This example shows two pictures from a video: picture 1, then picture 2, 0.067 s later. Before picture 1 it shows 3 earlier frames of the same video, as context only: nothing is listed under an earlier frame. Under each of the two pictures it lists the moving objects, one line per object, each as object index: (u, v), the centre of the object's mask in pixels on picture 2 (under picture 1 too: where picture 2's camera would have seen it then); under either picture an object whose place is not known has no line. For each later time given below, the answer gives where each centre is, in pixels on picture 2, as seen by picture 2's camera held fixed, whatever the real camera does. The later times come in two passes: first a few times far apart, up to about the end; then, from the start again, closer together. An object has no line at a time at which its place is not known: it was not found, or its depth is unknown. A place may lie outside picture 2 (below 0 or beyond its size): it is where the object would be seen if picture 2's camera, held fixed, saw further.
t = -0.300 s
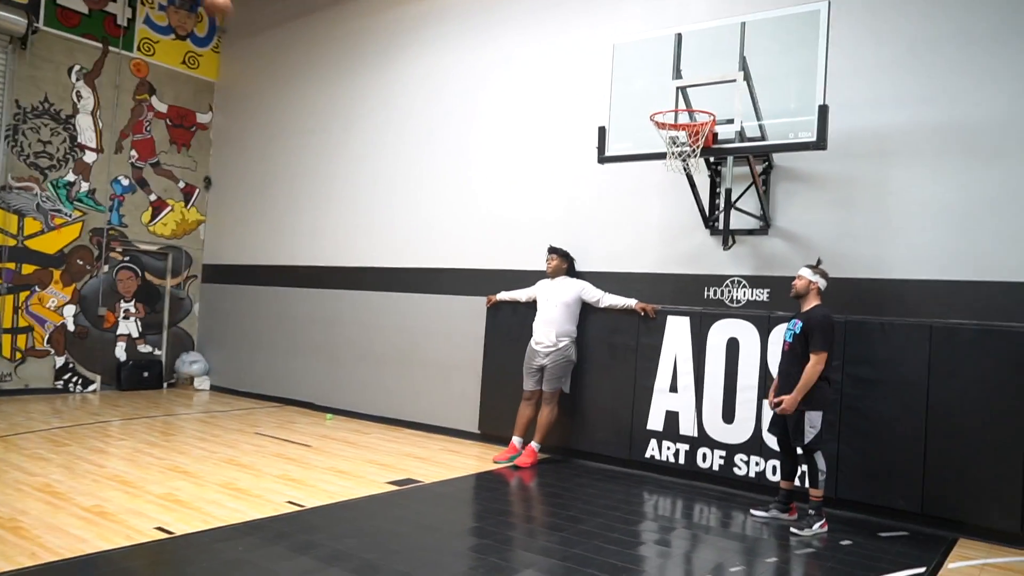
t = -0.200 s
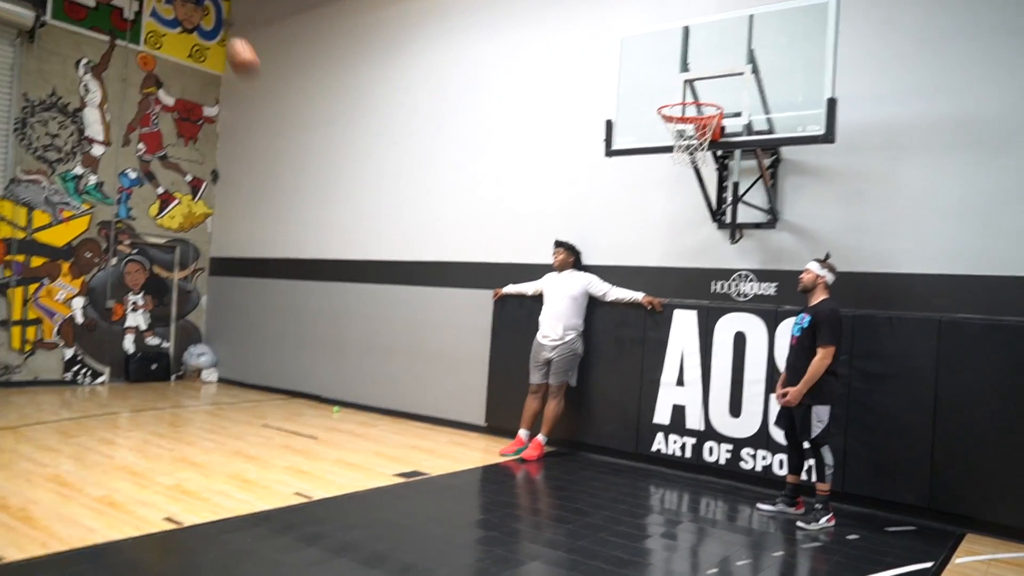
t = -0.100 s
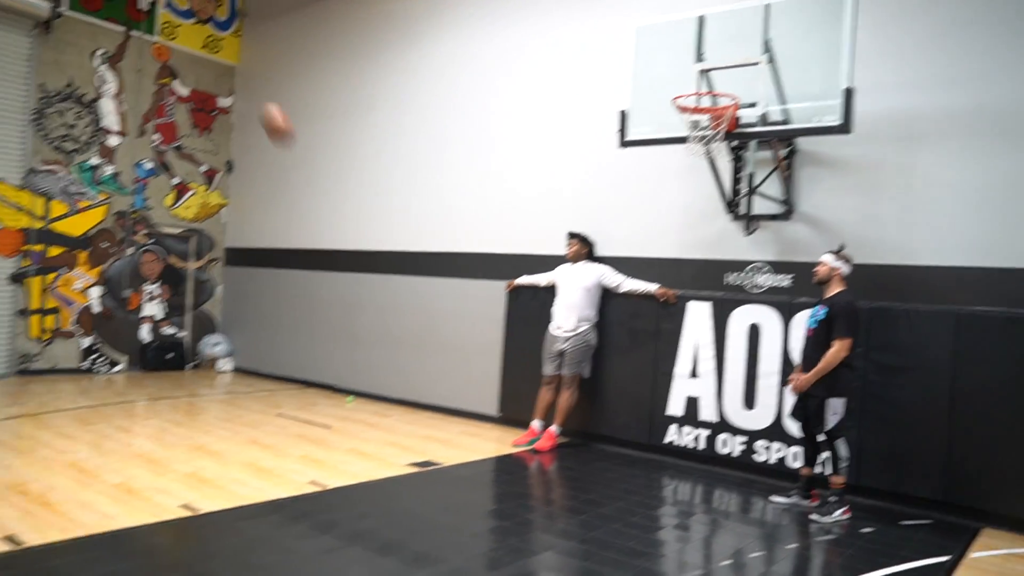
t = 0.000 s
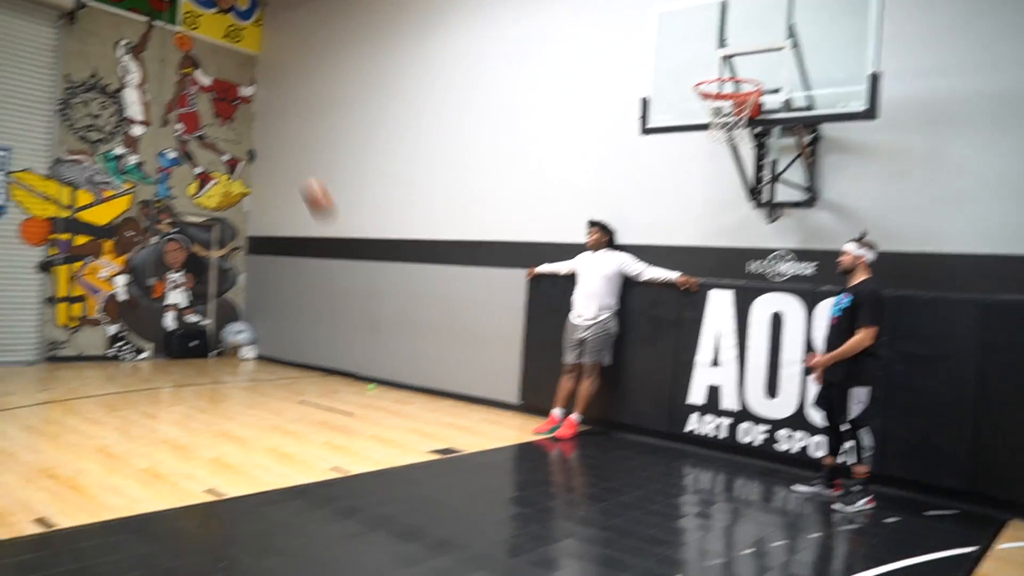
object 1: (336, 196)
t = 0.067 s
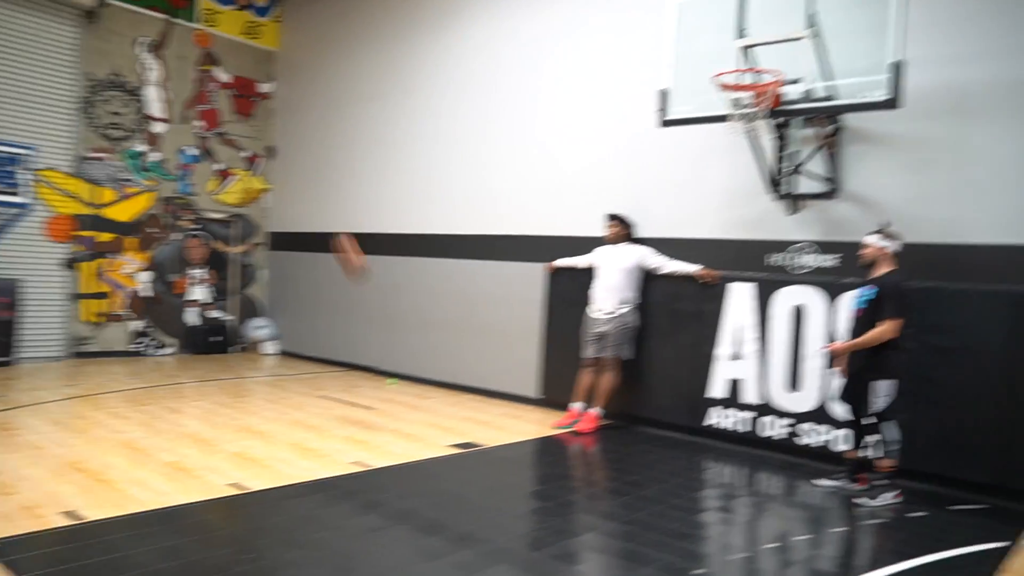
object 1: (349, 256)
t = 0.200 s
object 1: (378, 400)
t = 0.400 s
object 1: (391, 291)
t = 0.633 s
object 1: (398, 168)
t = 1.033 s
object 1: (398, 100)
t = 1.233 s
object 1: (388, 135)
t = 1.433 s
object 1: (380, 216)
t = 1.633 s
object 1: (371, 348)
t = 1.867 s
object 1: (376, 343)
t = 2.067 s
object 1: (386, 263)
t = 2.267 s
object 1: (392, 230)
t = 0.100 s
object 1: (356, 289)
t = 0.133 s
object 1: (363, 324)
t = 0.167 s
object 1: (370, 358)
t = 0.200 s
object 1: (378, 400)
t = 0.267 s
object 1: (384, 389)
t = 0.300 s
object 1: (387, 360)
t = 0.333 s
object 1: (389, 336)
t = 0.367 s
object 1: (390, 313)
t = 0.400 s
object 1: (391, 291)
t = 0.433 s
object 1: (393, 269)
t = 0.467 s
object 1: (394, 250)
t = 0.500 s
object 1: (395, 234)
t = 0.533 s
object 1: (397, 212)
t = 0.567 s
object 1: (397, 196)
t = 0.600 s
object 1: (398, 182)
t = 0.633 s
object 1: (398, 168)
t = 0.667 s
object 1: (399, 156)
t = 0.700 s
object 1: (399, 145)
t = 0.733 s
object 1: (400, 135)
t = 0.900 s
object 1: (401, 106)
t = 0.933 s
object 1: (402, 102)
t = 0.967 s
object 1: (401, 101)
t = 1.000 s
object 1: (397, 100)
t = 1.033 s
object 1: (398, 100)
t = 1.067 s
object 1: (398, 104)
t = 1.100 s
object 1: (398, 109)
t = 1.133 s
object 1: (393, 113)
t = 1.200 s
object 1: (388, 126)
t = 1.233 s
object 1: (388, 135)
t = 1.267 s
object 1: (387, 145)
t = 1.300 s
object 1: (386, 157)
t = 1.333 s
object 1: (384, 170)
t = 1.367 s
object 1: (383, 184)
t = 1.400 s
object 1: (382, 200)
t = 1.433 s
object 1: (380, 216)
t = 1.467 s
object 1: (378, 238)
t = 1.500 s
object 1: (377, 254)
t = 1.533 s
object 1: (376, 277)
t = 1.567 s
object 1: (374, 300)
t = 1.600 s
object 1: (373, 323)
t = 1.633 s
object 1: (371, 348)
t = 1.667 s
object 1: (371, 375)
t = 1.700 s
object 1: (370, 404)
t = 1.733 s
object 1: (369, 424)
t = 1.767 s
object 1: (372, 402)
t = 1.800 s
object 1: (372, 382)
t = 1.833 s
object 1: (375, 360)
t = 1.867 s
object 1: (376, 343)
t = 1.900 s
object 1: (379, 327)
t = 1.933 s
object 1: (380, 312)
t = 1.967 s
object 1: (382, 299)
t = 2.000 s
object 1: (383, 286)
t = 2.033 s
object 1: (384, 274)
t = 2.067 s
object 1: (386, 263)
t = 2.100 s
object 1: (387, 253)
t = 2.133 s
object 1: (388, 246)
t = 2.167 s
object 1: (389, 241)
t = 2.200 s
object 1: (390, 237)
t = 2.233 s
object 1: (391, 232)
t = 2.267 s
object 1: (392, 230)
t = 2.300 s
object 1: (392, 228)
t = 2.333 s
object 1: (393, 229)
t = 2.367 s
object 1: (386, 231)
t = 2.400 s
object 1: (389, 233)
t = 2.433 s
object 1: (395, 238)
